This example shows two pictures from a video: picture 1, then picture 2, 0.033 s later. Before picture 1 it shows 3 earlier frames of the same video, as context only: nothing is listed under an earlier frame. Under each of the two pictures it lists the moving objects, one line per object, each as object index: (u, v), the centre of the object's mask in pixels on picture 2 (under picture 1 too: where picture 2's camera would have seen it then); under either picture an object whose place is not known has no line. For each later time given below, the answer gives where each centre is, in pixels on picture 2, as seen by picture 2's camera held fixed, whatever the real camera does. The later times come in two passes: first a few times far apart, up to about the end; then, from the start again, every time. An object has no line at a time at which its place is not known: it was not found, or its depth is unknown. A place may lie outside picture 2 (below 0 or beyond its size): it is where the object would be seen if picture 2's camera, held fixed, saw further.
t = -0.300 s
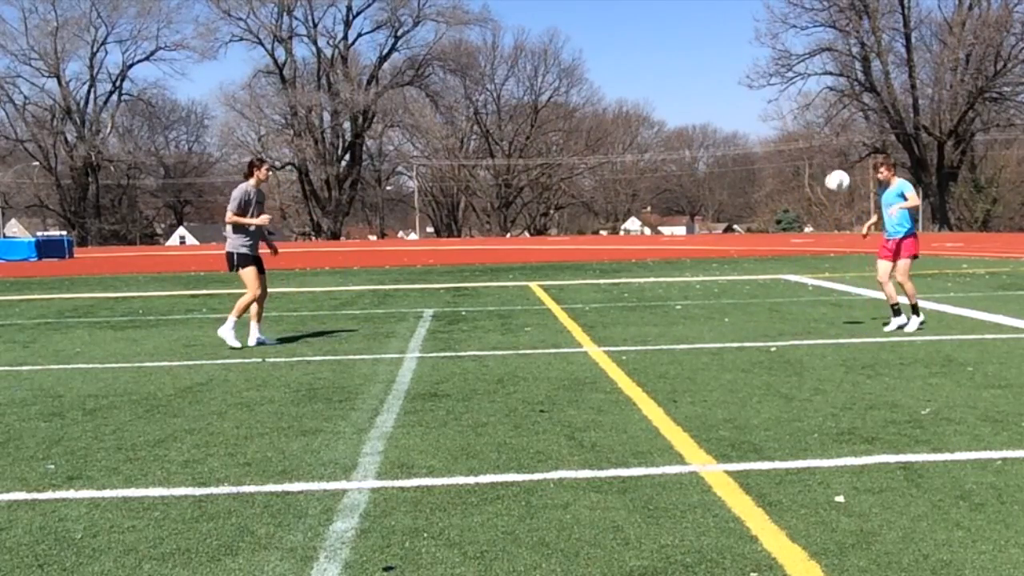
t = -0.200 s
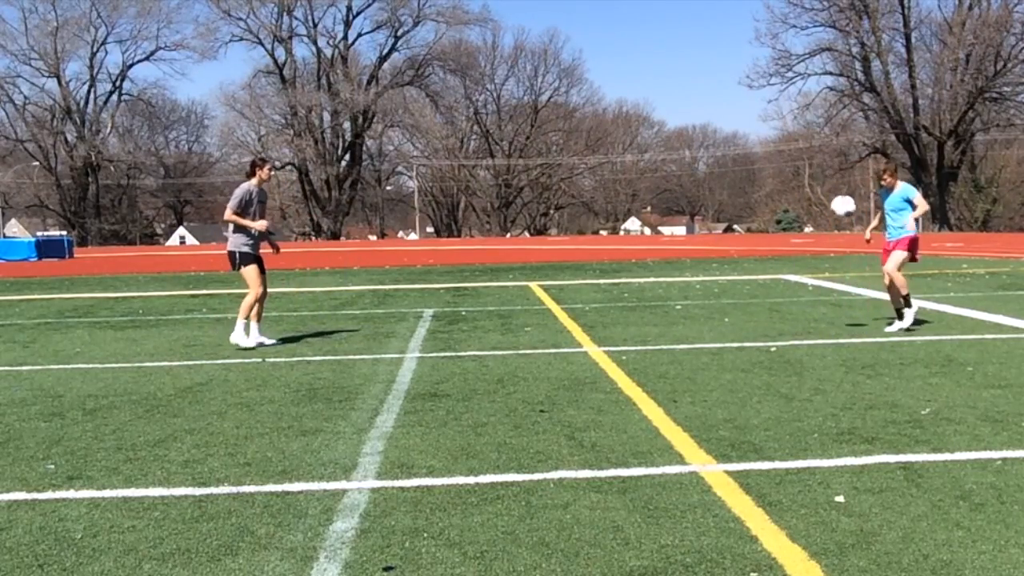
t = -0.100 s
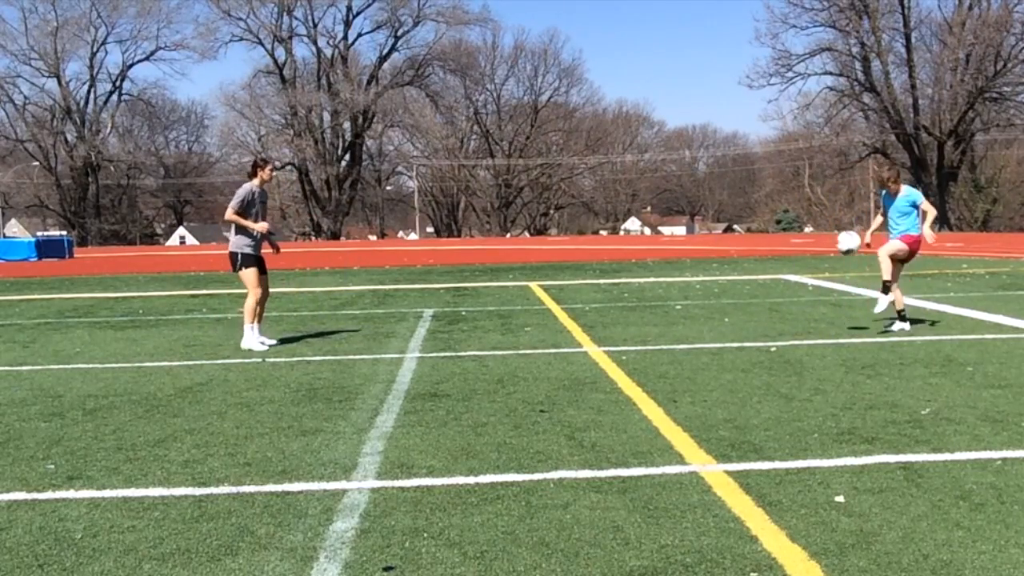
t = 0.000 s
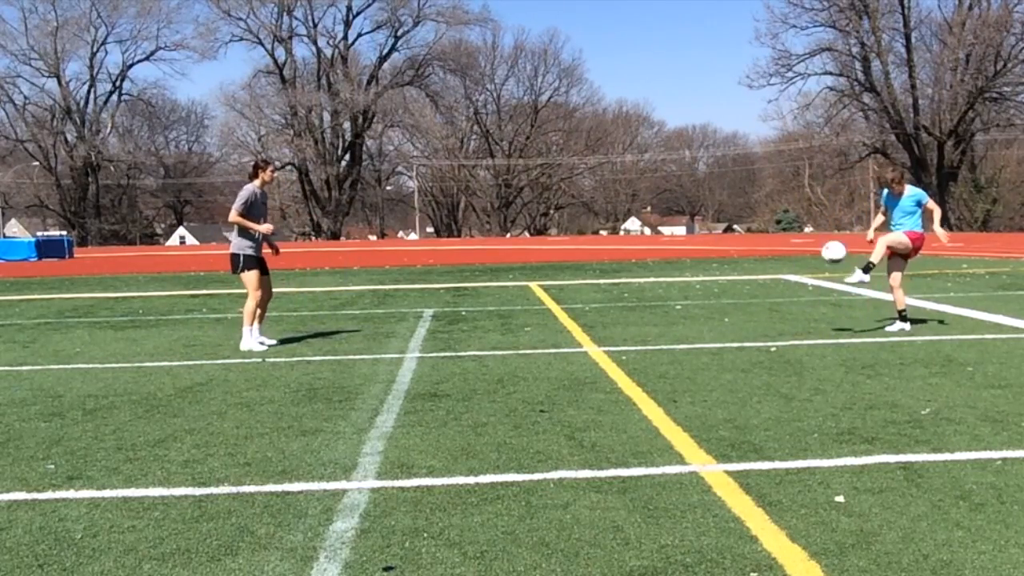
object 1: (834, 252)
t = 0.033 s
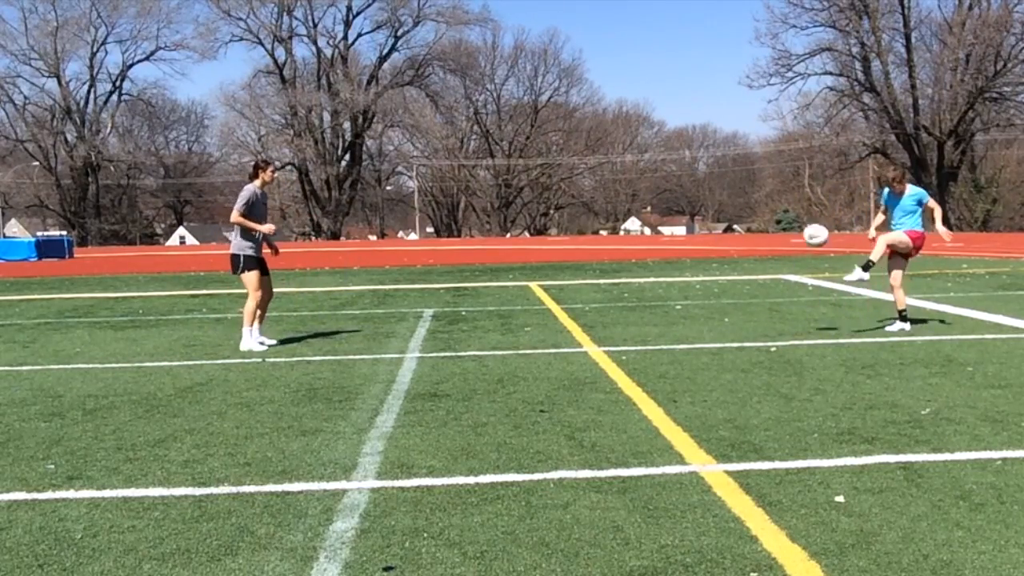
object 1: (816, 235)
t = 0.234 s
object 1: (706, 153)
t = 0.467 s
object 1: (575, 111)
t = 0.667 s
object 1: (462, 123)
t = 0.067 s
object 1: (798, 217)
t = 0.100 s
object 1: (780, 202)
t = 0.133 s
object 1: (761, 189)
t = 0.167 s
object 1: (743, 176)
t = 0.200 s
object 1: (725, 163)
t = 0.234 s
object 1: (706, 153)
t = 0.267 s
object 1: (687, 142)
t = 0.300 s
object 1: (669, 134)
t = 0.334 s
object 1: (651, 128)
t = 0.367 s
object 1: (632, 122)
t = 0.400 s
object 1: (613, 116)
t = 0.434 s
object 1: (595, 113)
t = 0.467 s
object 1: (575, 111)
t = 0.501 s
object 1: (557, 109)
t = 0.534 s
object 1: (538, 110)
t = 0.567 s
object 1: (518, 110)
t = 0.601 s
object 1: (499, 113)
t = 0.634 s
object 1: (481, 117)
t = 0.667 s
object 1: (462, 123)
